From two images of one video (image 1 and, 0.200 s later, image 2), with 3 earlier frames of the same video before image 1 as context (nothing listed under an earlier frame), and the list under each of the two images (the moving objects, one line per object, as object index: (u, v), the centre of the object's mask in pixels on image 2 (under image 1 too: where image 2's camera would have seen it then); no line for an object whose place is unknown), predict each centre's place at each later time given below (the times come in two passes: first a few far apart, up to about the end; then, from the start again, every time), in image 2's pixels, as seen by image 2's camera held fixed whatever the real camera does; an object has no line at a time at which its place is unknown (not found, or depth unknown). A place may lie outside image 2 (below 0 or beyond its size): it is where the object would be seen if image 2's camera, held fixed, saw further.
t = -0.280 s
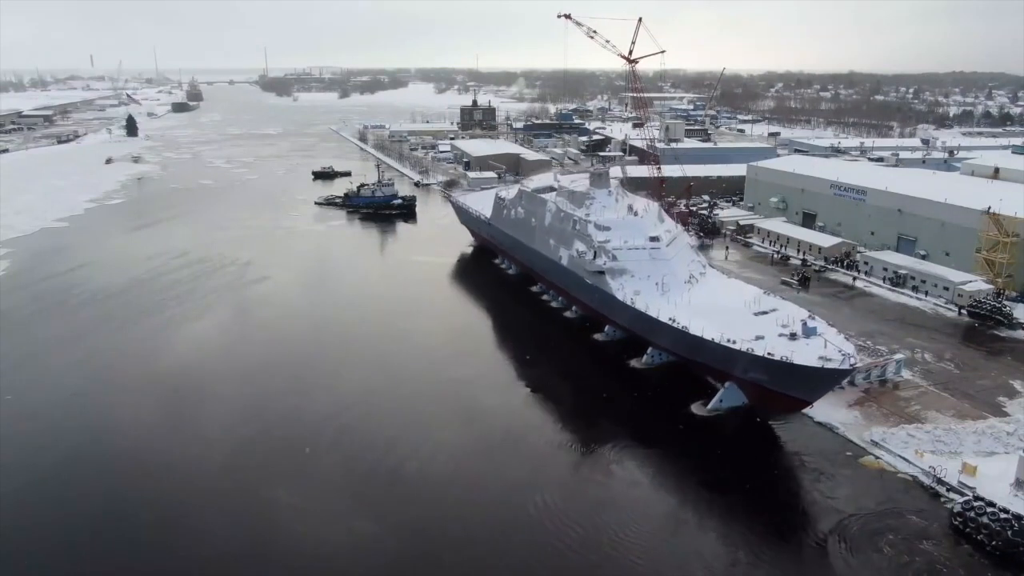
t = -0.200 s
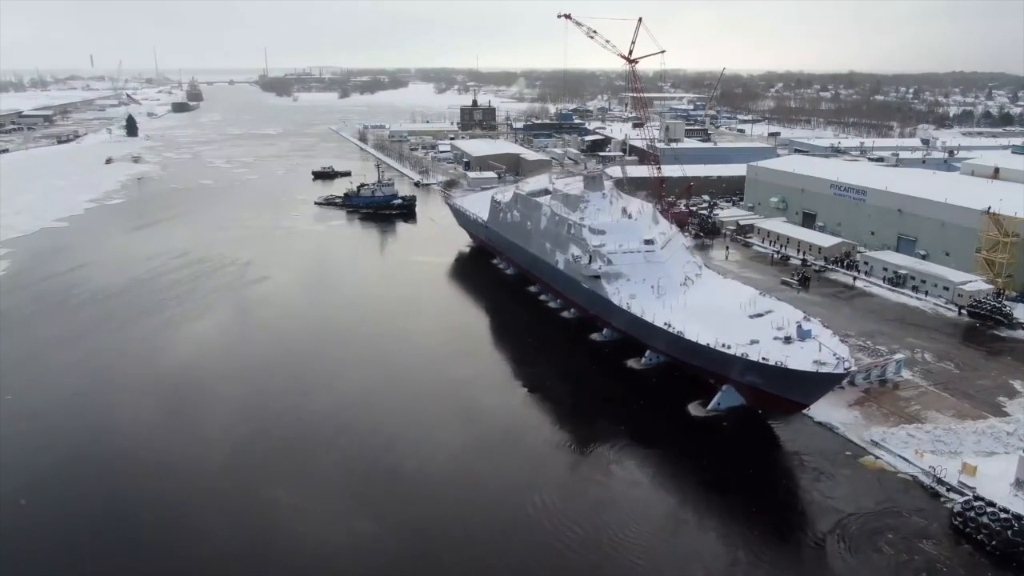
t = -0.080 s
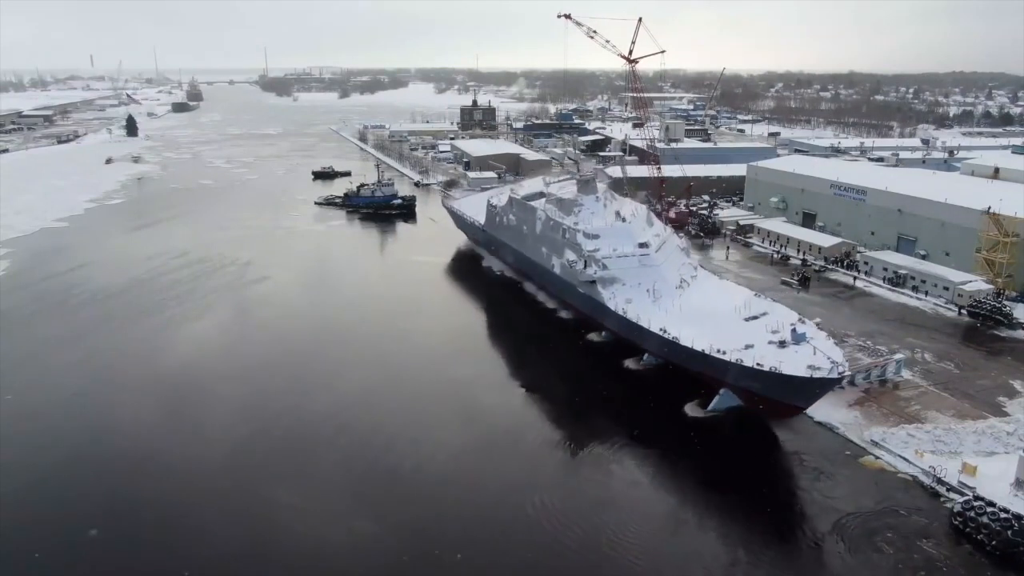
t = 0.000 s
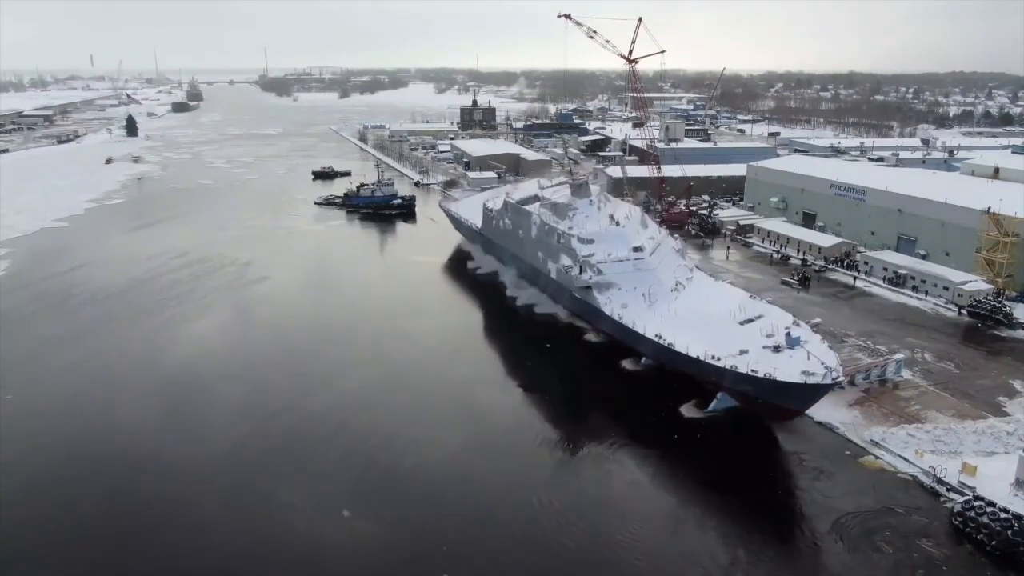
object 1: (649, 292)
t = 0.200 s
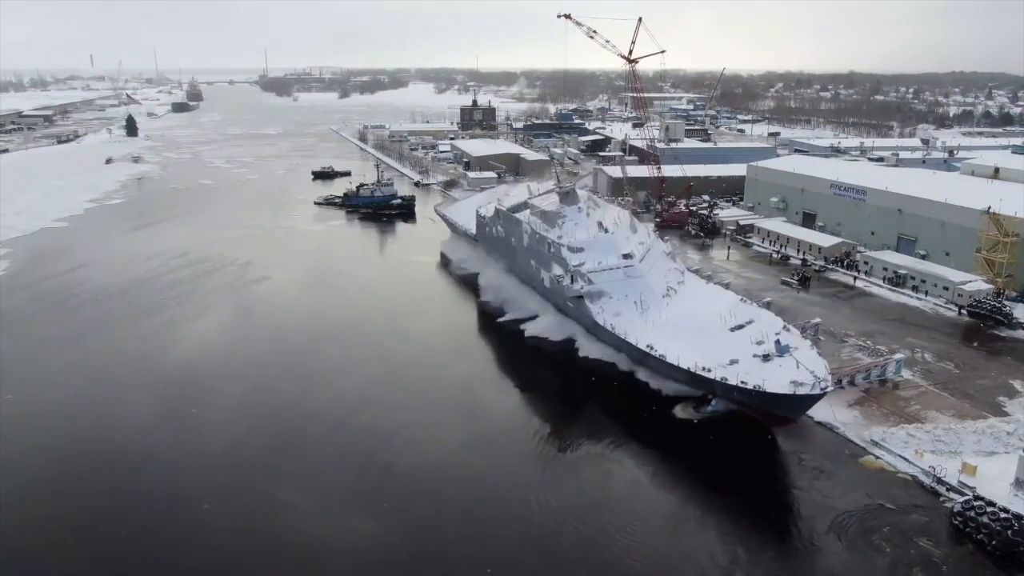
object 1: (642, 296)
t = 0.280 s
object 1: (640, 298)
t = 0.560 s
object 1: (634, 304)
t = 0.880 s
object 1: (631, 312)
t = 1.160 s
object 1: (627, 317)
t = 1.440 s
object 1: (624, 319)
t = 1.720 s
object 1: (623, 322)
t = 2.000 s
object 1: (622, 326)
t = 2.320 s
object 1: (618, 328)
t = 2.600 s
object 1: (611, 327)
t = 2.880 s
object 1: (601, 326)
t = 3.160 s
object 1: (592, 325)
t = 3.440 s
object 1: (588, 325)
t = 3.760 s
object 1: (580, 323)
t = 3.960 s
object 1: (579, 323)
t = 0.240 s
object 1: (641, 297)
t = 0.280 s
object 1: (640, 298)
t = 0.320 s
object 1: (639, 299)
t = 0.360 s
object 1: (638, 300)
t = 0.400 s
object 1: (638, 301)
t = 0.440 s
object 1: (636, 302)
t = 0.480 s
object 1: (635, 302)
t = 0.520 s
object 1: (635, 303)
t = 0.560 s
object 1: (634, 304)
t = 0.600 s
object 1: (633, 305)
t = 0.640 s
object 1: (633, 307)
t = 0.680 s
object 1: (632, 307)
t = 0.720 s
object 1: (632, 308)
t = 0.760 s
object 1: (631, 310)
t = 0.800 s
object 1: (631, 311)
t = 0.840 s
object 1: (631, 311)
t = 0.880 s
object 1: (631, 312)
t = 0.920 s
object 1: (630, 314)
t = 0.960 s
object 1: (630, 313)
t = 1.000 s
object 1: (630, 314)
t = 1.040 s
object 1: (629, 314)
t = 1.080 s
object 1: (629, 315)
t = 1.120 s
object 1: (628, 316)
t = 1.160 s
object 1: (627, 317)
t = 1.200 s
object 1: (627, 317)
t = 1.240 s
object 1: (627, 318)
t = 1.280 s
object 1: (626, 318)
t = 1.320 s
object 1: (625, 318)
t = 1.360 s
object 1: (625, 319)
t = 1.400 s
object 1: (625, 319)
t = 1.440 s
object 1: (624, 319)
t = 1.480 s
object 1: (624, 320)
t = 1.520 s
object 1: (624, 320)
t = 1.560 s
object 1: (624, 320)
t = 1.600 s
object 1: (623, 321)
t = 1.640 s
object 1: (624, 322)
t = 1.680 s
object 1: (623, 322)
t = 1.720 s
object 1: (623, 322)
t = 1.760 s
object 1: (623, 323)
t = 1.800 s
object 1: (623, 324)
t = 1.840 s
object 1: (622, 324)
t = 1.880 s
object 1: (622, 325)
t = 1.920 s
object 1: (622, 325)
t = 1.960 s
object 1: (622, 325)
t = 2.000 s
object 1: (622, 326)
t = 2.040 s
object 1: (622, 327)
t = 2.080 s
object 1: (622, 328)
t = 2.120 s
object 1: (622, 328)
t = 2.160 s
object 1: (622, 328)
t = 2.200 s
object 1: (622, 328)
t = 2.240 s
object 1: (618, 327)
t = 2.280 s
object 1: (618, 328)
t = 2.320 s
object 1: (618, 328)
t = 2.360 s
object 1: (617, 328)
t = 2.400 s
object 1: (616, 328)
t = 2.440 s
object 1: (615, 327)
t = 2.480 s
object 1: (614, 327)
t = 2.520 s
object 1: (612, 327)
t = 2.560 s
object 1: (613, 328)
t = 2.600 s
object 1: (611, 327)
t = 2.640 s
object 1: (610, 328)
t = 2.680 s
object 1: (609, 327)
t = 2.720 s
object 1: (608, 326)
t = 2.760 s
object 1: (610, 327)
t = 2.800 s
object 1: (610, 327)
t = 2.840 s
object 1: (602, 326)
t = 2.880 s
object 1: (601, 326)
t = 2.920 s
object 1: (600, 326)
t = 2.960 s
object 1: (600, 326)
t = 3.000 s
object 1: (599, 326)
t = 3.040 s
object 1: (597, 326)
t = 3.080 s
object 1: (596, 326)
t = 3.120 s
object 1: (595, 326)
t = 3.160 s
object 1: (592, 325)
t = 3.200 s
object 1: (597, 326)
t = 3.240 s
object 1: (591, 326)
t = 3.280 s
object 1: (590, 325)
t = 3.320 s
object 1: (595, 324)
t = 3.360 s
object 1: (593, 323)
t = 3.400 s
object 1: (593, 323)
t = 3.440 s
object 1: (588, 325)
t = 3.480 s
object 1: (585, 325)
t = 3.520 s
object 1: (585, 325)
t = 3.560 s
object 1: (585, 324)
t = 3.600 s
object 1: (583, 324)
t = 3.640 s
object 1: (581, 324)
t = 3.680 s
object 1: (589, 320)
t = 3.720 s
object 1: (587, 319)
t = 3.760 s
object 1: (580, 323)
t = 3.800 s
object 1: (587, 319)
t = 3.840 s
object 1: (580, 323)
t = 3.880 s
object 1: (579, 323)
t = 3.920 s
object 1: (579, 323)
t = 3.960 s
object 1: (579, 323)
